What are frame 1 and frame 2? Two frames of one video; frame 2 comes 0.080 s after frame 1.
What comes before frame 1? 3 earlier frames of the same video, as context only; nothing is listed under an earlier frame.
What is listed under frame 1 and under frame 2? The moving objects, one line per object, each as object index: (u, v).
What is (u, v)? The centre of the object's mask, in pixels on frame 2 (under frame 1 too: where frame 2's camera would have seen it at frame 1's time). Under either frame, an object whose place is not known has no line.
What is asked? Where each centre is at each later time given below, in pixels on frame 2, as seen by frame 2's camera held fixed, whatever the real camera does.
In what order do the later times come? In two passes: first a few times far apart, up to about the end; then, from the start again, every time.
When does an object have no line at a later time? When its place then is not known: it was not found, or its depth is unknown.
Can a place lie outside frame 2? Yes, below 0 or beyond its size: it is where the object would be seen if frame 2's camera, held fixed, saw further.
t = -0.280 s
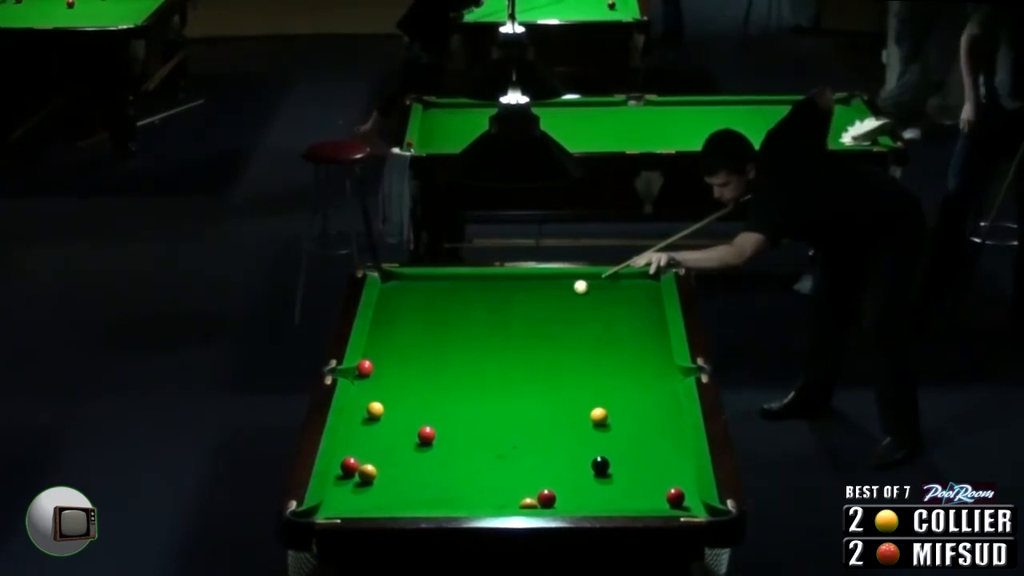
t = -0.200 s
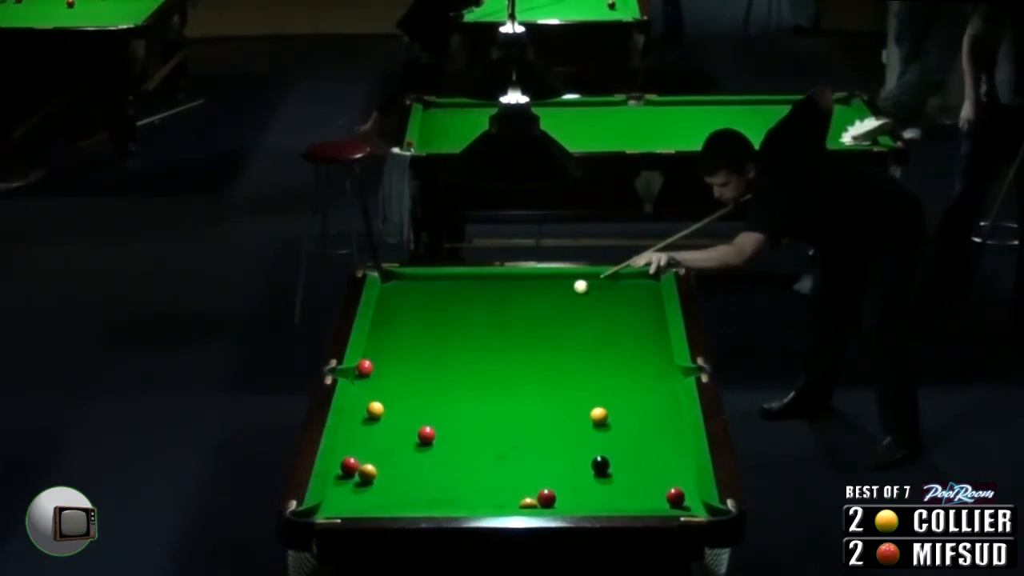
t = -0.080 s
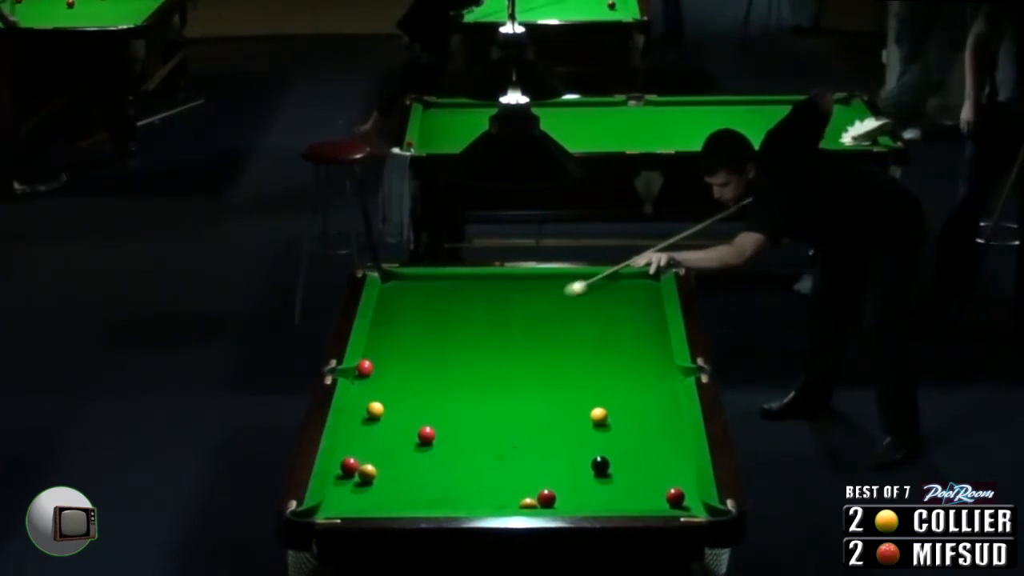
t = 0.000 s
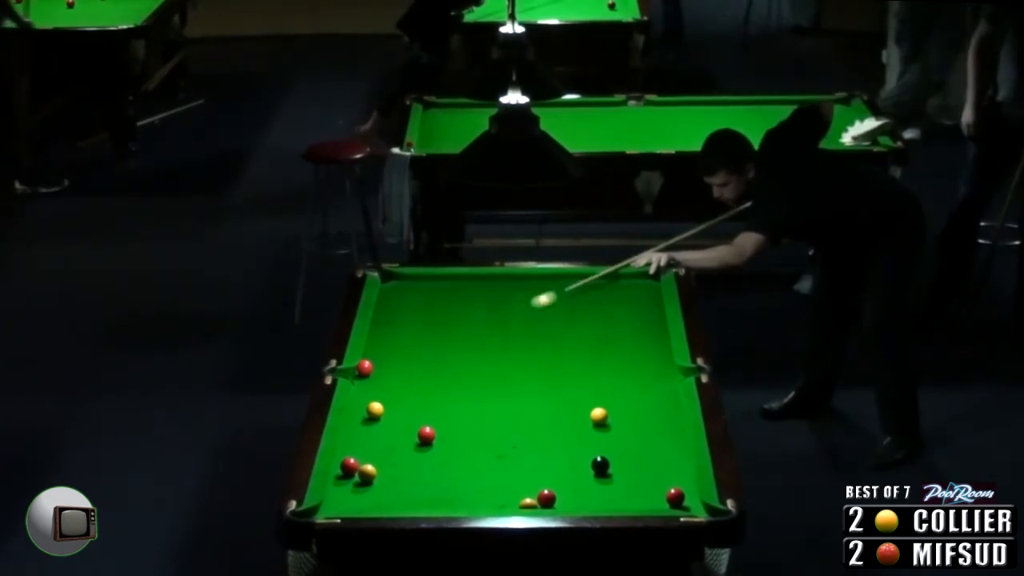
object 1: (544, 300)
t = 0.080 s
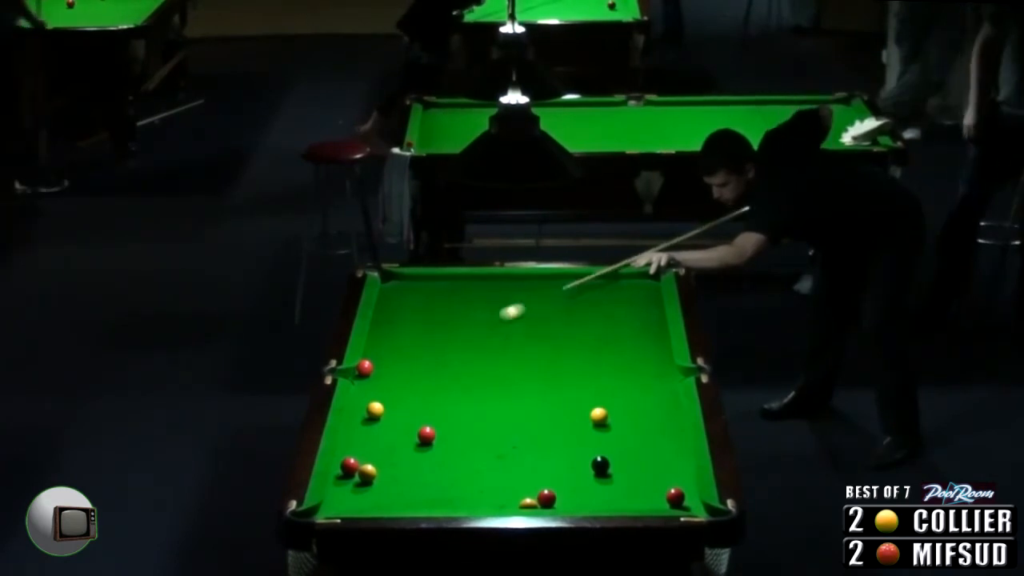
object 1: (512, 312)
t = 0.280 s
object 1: (433, 341)
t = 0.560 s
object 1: (369, 363)
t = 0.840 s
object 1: (374, 369)
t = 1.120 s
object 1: (381, 374)
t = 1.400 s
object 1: (387, 378)
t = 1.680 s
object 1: (392, 382)
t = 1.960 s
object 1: (397, 385)
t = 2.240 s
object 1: (401, 387)
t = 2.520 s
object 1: (404, 389)
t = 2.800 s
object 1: (406, 389)
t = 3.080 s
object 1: (406, 389)
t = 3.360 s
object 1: (406, 389)
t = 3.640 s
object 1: (406, 389)
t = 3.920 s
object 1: (405, 389)
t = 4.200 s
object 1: (405, 389)
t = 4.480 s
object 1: (405, 389)
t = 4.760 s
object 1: (405, 389)
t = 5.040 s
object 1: (405, 389)
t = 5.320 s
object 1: (405, 389)
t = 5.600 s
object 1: (405, 389)
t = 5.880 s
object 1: (405, 389)
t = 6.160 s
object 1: (405, 389)
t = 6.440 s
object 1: (405, 389)
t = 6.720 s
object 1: (405, 389)
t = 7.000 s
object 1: (405, 389)
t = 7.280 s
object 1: (405, 389)
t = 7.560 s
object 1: (405, 389)
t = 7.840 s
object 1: (405, 389)
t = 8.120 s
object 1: (405, 389)
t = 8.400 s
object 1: (405, 389)
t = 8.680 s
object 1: (405, 389)
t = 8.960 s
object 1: (405, 389)
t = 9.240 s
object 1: (405, 389)
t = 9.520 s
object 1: (405, 389)
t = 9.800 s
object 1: (405, 389)
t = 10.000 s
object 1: (405, 389)
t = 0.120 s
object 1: (497, 317)
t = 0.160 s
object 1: (481, 323)
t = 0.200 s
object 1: (466, 329)
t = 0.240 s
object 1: (450, 335)
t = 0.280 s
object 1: (433, 341)
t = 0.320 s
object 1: (417, 347)
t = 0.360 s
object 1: (401, 353)
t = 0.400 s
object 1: (385, 359)
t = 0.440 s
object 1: (375, 362)
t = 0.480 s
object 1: (374, 363)
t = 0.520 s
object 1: (373, 363)
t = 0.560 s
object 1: (369, 363)
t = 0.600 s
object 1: (367, 364)
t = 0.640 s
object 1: (368, 365)
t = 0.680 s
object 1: (370, 366)
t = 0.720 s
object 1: (370, 367)
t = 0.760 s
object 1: (372, 367)
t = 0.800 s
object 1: (373, 368)
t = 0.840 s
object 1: (374, 369)
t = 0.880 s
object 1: (375, 370)
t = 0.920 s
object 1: (376, 371)
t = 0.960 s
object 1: (377, 371)
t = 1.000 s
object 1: (378, 372)
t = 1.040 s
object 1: (379, 372)
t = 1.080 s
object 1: (380, 373)
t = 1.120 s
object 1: (381, 374)
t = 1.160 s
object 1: (382, 374)
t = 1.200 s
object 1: (383, 375)
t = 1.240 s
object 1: (384, 376)
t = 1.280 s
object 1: (384, 376)
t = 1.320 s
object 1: (385, 377)
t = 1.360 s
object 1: (386, 378)
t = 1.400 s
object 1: (387, 378)
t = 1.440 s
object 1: (388, 379)
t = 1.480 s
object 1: (388, 380)
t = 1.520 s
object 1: (389, 380)
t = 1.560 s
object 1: (390, 381)
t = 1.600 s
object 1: (390, 381)
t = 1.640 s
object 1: (391, 382)
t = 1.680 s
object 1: (392, 382)
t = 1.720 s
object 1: (393, 383)
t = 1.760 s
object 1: (394, 383)
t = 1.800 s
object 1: (394, 384)
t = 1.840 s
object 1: (395, 384)
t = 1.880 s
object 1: (395, 384)
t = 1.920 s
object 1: (396, 385)
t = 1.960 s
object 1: (397, 385)
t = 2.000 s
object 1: (397, 385)
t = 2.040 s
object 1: (398, 386)
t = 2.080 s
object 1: (398, 386)
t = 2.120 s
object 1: (399, 386)
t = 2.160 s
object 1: (399, 387)
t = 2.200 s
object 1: (400, 387)
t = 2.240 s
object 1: (401, 387)
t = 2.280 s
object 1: (401, 387)
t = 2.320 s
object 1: (402, 388)
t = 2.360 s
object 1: (402, 388)
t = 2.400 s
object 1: (402, 388)
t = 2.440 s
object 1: (403, 388)
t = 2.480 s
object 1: (403, 389)
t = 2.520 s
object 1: (404, 389)
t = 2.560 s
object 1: (404, 389)
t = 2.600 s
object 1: (404, 389)
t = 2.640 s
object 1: (405, 389)
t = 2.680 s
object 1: (405, 389)
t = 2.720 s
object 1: (405, 389)
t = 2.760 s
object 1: (406, 389)
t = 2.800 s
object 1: (406, 389)
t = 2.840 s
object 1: (406, 389)
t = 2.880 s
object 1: (406, 389)
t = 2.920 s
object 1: (406, 389)
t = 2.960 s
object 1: (406, 389)
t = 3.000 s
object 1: (406, 389)
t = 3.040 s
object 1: (406, 389)
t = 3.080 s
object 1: (406, 389)
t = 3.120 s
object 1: (406, 389)
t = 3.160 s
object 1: (406, 389)
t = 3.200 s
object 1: (406, 389)
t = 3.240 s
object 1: (406, 389)
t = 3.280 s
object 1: (406, 389)
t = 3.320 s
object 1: (406, 389)
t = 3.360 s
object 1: (406, 389)
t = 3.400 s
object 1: (406, 389)
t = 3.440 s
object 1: (406, 389)
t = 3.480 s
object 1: (406, 389)
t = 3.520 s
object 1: (406, 389)
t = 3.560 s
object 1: (406, 389)
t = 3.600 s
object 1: (406, 389)
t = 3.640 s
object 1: (406, 389)
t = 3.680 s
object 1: (406, 389)
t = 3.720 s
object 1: (406, 389)
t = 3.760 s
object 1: (405, 389)
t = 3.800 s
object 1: (405, 389)
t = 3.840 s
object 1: (405, 389)
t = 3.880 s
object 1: (405, 389)
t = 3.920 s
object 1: (405, 389)
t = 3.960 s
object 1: (405, 390)
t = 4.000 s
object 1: (405, 389)
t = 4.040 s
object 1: (405, 389)
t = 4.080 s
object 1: (405, 389)
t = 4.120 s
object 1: (405, 389)
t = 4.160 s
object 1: (405, 389)
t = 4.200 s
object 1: (405, 389)
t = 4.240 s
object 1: (405, 389)
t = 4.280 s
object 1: (405, 389)
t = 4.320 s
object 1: (405, 389)
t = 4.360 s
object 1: (405, 389)
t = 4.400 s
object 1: (405, 389)
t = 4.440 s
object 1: (405, 389)
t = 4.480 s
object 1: (405, 389)
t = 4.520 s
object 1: (405, 389)
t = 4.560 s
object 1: (405, 389)
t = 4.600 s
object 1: (405, 389)
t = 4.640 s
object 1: (405, 389)
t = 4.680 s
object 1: (405, 390)
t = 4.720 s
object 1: (405, 389)
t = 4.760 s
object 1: (405, 389)
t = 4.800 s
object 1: (405, 389)
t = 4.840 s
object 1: (405, 389)
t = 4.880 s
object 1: (405, 389)
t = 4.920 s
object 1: (405, 389)
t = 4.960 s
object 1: (405, 389)
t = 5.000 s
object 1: (405, 389)
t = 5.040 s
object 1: (405, 389)
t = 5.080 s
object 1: (405, 389)
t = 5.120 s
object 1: (405, 389)
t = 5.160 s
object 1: (405, 389)
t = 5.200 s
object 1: (405, 389)
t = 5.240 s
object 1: (405, 389)
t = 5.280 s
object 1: (405, 389)
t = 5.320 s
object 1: (405, 389)
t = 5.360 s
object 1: (405, 389)
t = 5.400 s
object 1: (405, 389)
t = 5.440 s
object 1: (405, 389)
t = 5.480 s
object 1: (405, 389)
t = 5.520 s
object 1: (405, 389)
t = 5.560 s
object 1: (405, 389)
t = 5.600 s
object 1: (405, 389)
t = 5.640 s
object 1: (405, 389)
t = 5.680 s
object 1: (405, 389)
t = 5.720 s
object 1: (405, 389)
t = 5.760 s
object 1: (405, 388)
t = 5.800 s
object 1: (405, 389)
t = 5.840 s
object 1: (405, 389)
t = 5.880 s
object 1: (405, 389)
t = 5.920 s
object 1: (405, 389)
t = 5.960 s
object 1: (405, 389)
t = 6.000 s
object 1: (405, 389)
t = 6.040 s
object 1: (405, 389)
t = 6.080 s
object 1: (405, 389)
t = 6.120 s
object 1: (405, 389)
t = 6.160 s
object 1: (405, 389)
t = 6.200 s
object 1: (405, 389)
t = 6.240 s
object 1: (405, 389)
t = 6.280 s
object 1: (405, 389)
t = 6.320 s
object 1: (405, 389)
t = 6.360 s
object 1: (405, 389)
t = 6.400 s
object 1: (405, 389)
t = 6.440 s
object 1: (405, 389)
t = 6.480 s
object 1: (405, 389)
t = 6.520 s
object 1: (405, 389)
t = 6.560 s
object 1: (405, 389)
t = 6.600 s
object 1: (405, 389)
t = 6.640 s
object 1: (405, 389)
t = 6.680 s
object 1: (405, 389)
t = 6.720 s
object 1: (405, 389)
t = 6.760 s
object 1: (405, 389)
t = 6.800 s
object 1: (405, 389)
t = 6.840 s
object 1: (405, 389)
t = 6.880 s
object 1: (405, 389)
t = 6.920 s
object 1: (405, 389)
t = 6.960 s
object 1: (405, 389)
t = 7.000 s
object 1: (405, 389)
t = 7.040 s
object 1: (405, 389)
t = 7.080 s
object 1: (405, 389)
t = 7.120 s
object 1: (405, 389)
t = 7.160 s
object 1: (405, 389)
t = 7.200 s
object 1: (405, 389)
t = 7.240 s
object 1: (405, 389)
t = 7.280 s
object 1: (405, 389)
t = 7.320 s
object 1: (405, 389)
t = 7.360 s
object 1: (405, 389)
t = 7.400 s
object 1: (405, 389)
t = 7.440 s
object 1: (405, 389)
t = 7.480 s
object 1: (405, 389)
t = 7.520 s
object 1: (405, 389)
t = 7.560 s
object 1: (405, 389)
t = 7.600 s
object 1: (405, 389)
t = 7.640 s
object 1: (405, 389)
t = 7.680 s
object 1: (405, 389)
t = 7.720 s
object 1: (405, 389)
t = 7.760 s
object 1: (405, 389)
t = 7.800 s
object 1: (405, 389)
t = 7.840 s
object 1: (405, 389)
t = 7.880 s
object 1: (405, 389)
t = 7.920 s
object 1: (405, 389)
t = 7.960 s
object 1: (405, 389)
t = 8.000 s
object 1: (405, 389)
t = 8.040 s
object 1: (405, 389)
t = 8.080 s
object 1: (405, 389)
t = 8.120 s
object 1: (405, 389)
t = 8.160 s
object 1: (405, 389)
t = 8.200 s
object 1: (405, 389)
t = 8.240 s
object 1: (405, 389)
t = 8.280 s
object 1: (405, 389)
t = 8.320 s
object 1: (405, 389)
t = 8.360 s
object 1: (405, 389)
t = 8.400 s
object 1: (405, 389)
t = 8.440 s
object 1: (405, 389)
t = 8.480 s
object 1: (405, 389)
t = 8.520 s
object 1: (405, 389)
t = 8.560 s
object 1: (405, 389)
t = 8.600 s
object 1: (405, 389)
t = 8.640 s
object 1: (405, 389)
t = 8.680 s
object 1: (405, 389)
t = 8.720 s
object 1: (405, 389)
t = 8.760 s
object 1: (405, 389)
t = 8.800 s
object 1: (405, 389)
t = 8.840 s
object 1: (405, 389)
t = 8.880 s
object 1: (405, 389)
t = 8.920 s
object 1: (405, 389)
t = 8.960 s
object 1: (405, 389)
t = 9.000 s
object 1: (405, 389)
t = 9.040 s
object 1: (405, 389)
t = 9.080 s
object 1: (405, 389)
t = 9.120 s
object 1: (405, 389)
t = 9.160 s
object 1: (405, 389)
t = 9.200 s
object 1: (405, 389)
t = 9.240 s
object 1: (405, 389)
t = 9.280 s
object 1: (405, 389)
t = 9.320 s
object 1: (405, 389)
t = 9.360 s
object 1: (405, 389)
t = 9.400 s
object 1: (405, 389)
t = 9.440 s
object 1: (405, 389)
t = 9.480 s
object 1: (405, 389)
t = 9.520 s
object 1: (405, 389)
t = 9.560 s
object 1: (405, 389)
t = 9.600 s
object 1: (405, 389)
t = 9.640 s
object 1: (405, 389)
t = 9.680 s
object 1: (405, 389)
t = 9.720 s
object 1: (405, 389)
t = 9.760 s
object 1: (405, 389)
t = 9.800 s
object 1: (405, 389)
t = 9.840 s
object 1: (405, 389)
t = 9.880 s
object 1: (405, 389)
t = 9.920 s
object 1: (405, 389)
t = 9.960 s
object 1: (405, 389)
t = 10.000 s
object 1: (405, 389)
